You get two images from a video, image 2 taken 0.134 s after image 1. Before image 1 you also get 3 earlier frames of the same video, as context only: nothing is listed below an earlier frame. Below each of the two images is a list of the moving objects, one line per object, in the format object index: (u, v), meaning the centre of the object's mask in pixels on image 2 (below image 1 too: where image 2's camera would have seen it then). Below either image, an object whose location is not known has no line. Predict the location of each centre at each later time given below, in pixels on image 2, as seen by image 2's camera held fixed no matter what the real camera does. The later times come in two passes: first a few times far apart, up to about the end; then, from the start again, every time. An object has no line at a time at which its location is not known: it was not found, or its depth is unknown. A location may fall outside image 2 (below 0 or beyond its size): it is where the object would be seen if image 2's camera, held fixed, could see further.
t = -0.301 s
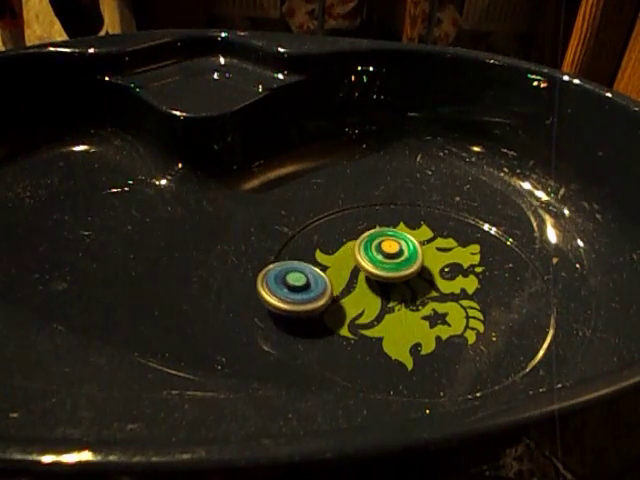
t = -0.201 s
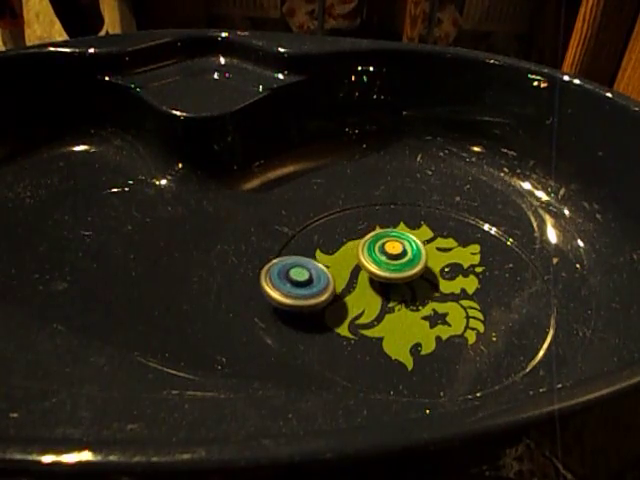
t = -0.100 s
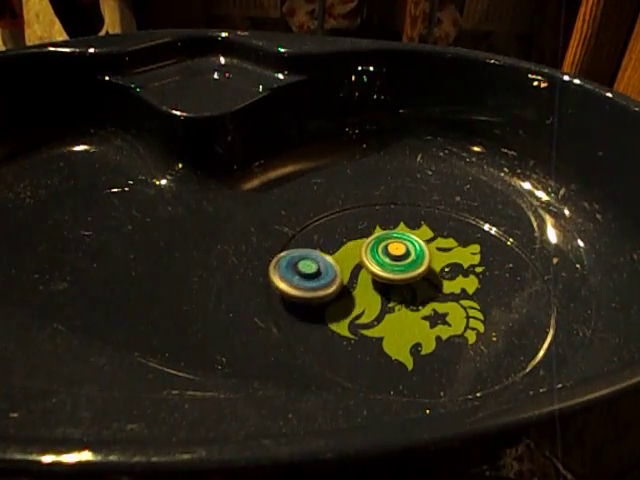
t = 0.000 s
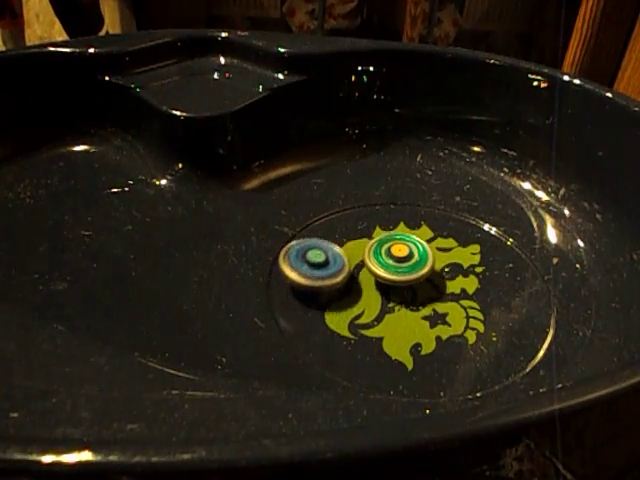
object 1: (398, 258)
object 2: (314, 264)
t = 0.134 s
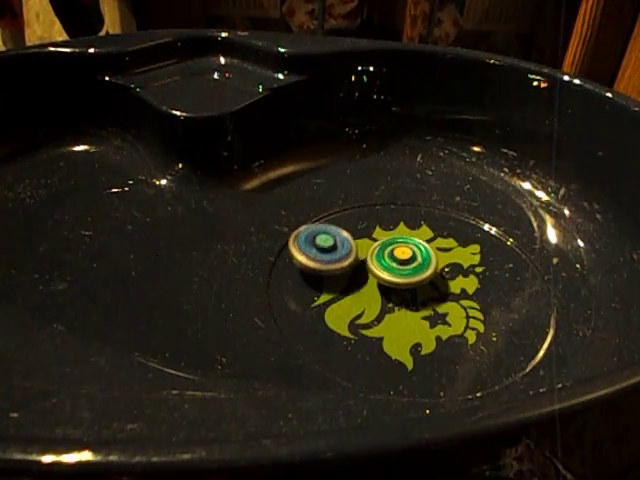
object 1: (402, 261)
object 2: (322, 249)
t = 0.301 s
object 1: (403, 265)
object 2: (327, 231)
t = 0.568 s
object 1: (401, 271)
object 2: (336, 225)
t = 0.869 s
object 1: (403, 295)
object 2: (363, 216)
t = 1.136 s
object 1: (399, 297)
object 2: (367, 218)
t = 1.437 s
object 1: (386, 287)
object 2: (414, 246)
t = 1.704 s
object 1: (374, 270)
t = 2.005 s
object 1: (370, 254)
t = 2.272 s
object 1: (355, 245)
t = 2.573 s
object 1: (368, 246)
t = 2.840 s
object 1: (386, 254)
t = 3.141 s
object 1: (400, 263)
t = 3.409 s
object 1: (436, 227)
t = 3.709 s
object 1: (424, 224)
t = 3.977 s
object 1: (409, 232)
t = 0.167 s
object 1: (402, 262)
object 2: (324, 245)
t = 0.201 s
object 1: (403, 263)
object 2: (325, 241)
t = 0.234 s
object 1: (403, 263)
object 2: (326, 238)
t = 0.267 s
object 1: (403, 264)
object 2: (326, 234)
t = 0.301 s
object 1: (403, 265)
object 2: (327, 231)
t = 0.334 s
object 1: (403, 266)
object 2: (328, 229)
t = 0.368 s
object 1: (403, 267)
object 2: (328, 226)
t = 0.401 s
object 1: (403, 267)
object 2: (328, 225)
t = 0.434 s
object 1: (403, 268)
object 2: (329, 224)
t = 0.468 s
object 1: (403, 269)
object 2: (330, 223)
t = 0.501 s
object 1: (403, 270)
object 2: (331, 223)
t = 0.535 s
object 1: (402, 270)
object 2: (333, 224)
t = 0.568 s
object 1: (401, 271)
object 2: (336, 225)
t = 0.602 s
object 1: (400, 271)
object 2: (339, 225)
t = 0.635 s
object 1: (399, 272)
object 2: (344, 227)
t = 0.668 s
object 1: (398, 272)
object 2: (348, 228)
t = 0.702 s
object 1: (396, 272)
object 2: (353, 229)
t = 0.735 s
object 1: (395, 273)
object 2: (359, 230)
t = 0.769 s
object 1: (398, 278)
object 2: (362, 226)
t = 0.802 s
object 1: (401, 287)
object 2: (363, 222)
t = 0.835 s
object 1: (403, 293)
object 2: (363, 218)
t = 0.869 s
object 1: (403, 295)
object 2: (363, 216)
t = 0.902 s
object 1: (402, 297)
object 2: (364, 214)
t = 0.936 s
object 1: (402, 298)
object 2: (364, 212)
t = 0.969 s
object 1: (402, 298)
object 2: (364, 211)
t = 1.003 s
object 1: (402, 298)
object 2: (364, 211)
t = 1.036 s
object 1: (401, 298)
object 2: (365, 212)
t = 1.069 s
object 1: (401, 298)
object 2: (365, 213)
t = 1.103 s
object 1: (401, 298)
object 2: (366, 215)
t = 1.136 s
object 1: (399, 297)
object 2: (367, 218)
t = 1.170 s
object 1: (397, 296)
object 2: (368, 220)
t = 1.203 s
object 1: (396, 295)
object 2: (370, 224)
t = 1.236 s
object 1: (395, 295)
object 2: (375, 228)
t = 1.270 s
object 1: (395, 295)
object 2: (381, 231)
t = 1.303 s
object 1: (394, 294)
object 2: (387, 235)
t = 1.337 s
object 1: (392, 293)
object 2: (393, 238)
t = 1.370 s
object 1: (390, 292)
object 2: (400, 241)
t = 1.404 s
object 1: (388, 290)
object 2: (406, 243)
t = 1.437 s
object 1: (386, 287)
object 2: (414, 246)
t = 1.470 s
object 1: (385, 286)
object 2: (422, 249)
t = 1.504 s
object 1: (384, 284)
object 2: (428, 250)
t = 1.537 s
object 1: (383, 283)
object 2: (434, 252)
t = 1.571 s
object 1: (381, 281)
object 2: (440, 253)
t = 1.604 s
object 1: (379, 278)
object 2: (447, 253)
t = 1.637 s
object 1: (377, 276)
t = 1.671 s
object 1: (376, 273)
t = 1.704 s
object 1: (374, 270)
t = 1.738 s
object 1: (373, 267)
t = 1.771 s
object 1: (371, 265)
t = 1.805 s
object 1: (370, 262)
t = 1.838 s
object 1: (369, 261)
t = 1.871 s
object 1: (369, 259)
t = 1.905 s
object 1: (369, 257)
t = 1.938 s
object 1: (369, 256)
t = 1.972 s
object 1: (369, 255)
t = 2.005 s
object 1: (370, 254)
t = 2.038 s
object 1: (370, 253)
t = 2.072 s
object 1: (364, 251)
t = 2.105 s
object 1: (358, 249)
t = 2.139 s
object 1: (356, 248)
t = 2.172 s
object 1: (355, 246)
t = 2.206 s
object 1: (354, 245)
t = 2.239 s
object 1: (354, 245)
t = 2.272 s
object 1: (355, 245)
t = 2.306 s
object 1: (356, 244)
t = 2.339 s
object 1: (357, 244)
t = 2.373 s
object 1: (358, 245)
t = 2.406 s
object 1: (360, 245)
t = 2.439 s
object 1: (361, 245)
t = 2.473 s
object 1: (362, 245)
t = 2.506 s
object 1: (364, 246)
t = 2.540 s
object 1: (366, 246)
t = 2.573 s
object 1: (368, 246)
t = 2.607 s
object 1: (370, 247)
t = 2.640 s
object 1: (372, 248)
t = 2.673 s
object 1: (375, 249)
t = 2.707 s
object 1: (377, 249)
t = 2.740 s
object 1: (379, 251)
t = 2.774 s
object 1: (381, 252)
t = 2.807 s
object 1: (384, 253)
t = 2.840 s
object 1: (386, 254)
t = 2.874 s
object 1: (388, 255)
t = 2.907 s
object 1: (390, 256)
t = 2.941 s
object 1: (392, 257)
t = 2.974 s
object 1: (393, 258)
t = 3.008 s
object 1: (395, 259)
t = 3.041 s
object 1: (396, 260)
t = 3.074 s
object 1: (398, 262)
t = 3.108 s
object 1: (399, 262)
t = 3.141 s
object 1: (400, 263)
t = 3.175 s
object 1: (401, 264)
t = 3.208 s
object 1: (402, 265)
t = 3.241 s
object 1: (411, 257)
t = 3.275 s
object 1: (424, 244)
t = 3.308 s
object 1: (431, 236)
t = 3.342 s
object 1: (435, 230)
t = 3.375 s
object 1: (436, 228)
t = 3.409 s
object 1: (436, 227)
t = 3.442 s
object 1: (435, 226)
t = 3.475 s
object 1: (434, 225)
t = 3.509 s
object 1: (432, 224)
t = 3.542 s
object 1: (431, 224)
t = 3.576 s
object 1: (430, 223)
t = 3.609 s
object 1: (428, 223)
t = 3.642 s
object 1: (427, 223)
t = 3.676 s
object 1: (425, 223)
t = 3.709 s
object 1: (424, 224)
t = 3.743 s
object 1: (422, 224)
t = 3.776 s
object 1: (421, 225)
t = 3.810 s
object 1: (418, 226)
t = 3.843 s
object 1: (417, 227)
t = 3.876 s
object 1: (415, 228)
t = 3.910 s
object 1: (413, 229)
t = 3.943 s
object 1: (411, 230)
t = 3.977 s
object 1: (409, 232)
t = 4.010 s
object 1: (407, 233)
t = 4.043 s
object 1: (405, 235)
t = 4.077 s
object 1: (403, 236)
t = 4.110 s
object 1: (401, 238)
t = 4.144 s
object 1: (399, 239)
